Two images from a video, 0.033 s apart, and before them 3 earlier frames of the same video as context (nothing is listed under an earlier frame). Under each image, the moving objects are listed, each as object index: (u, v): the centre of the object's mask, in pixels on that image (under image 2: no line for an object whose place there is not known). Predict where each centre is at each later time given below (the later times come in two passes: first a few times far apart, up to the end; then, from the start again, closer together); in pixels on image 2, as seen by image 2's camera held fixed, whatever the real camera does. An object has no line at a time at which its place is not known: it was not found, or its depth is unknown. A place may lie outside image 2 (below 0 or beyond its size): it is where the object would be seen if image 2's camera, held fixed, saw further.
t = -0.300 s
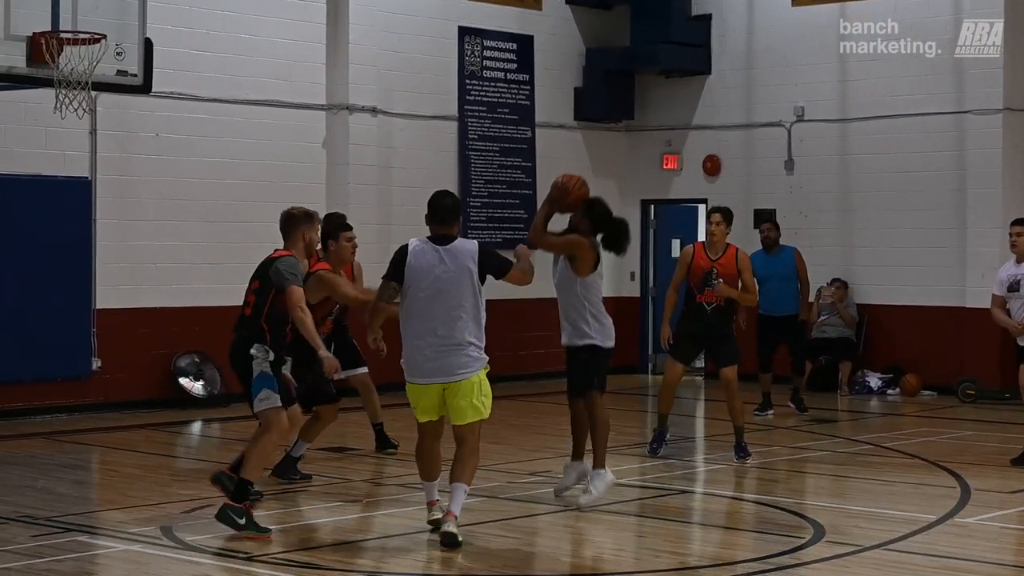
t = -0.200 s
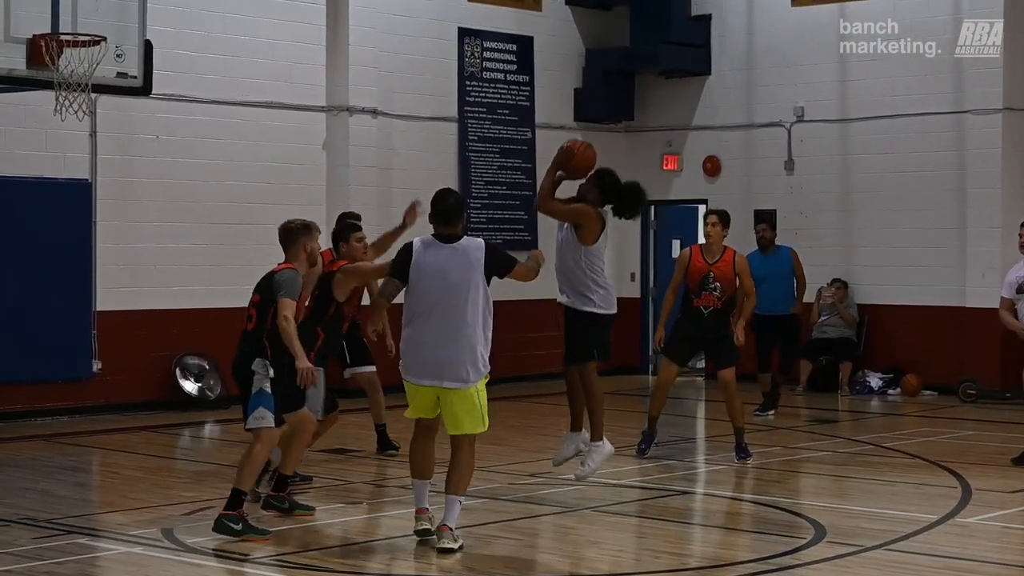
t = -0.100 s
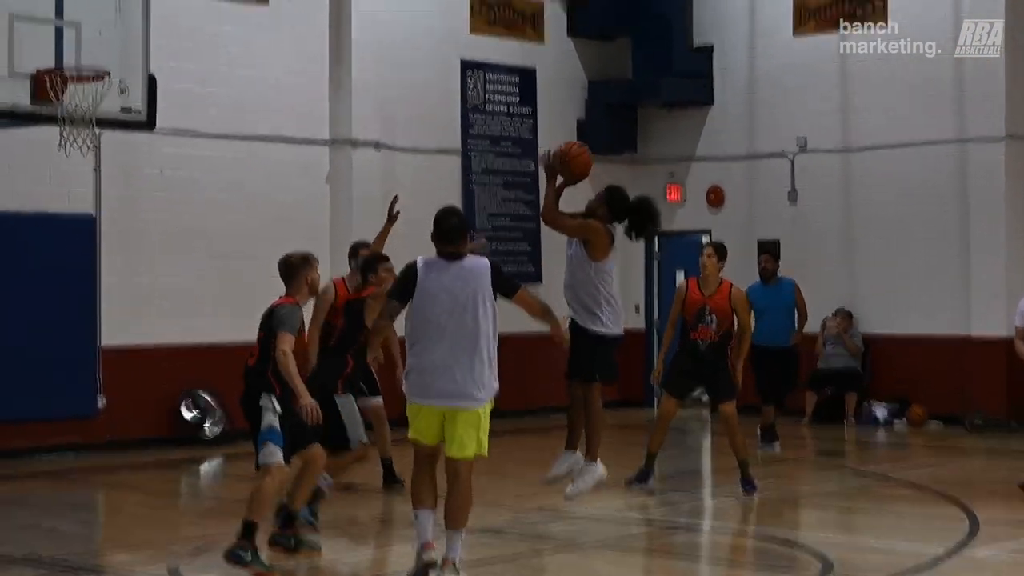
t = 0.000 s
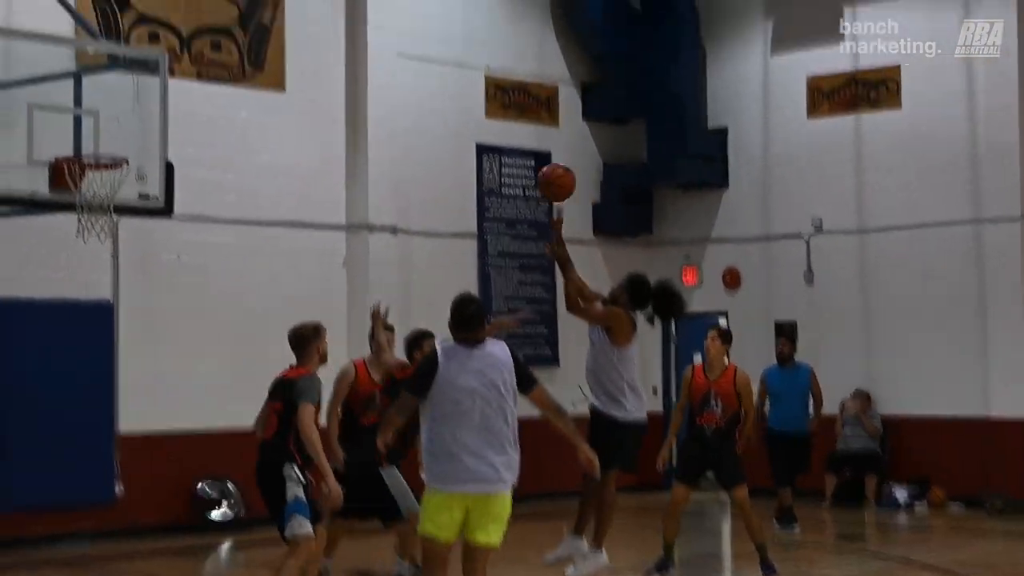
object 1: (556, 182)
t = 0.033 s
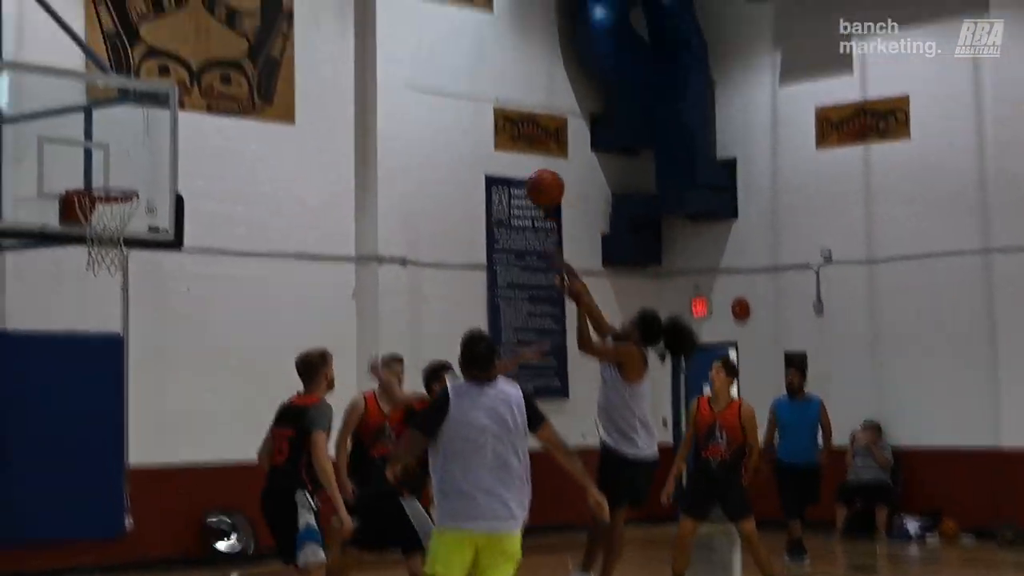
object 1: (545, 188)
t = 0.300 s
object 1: (395, 55)
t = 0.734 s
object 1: (184, 68)
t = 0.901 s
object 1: (112, 138)
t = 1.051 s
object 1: (75, 141)
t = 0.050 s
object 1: (535, 176)
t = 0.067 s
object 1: (525, 165)
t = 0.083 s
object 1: (516, 154)
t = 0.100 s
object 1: (506, 143)
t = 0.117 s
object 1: (496, 133)
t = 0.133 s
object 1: (486, 124)
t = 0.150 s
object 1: (477, 115)
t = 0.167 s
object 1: (468, 106)
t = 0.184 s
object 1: (458, 98)
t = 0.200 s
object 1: (449, 91)
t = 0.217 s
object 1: (440, 84)
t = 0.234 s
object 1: (431, 77)
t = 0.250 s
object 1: (422, 71)
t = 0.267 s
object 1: (413, 65)
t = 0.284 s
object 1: (404, 60)
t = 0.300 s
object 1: (395, 55)
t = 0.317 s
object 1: (386, 50)
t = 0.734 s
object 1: (184, 68)
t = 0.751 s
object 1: (177, 74)
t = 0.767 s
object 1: (170, 80)
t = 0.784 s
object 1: (162, 85)
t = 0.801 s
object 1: (155, 92)
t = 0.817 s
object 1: (148, 99)
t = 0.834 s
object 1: (142, 106)
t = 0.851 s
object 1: (134, 113)
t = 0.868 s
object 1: (127, 121)
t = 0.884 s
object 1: (119, 129)
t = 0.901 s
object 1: (112, 138)
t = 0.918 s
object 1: (106, 146)
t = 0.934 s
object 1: (98, 156)
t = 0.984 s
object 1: (81, 177)
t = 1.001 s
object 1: (79, 167)
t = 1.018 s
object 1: (78, 157)
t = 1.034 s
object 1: (76, 149)
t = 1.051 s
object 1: (75, 141)
